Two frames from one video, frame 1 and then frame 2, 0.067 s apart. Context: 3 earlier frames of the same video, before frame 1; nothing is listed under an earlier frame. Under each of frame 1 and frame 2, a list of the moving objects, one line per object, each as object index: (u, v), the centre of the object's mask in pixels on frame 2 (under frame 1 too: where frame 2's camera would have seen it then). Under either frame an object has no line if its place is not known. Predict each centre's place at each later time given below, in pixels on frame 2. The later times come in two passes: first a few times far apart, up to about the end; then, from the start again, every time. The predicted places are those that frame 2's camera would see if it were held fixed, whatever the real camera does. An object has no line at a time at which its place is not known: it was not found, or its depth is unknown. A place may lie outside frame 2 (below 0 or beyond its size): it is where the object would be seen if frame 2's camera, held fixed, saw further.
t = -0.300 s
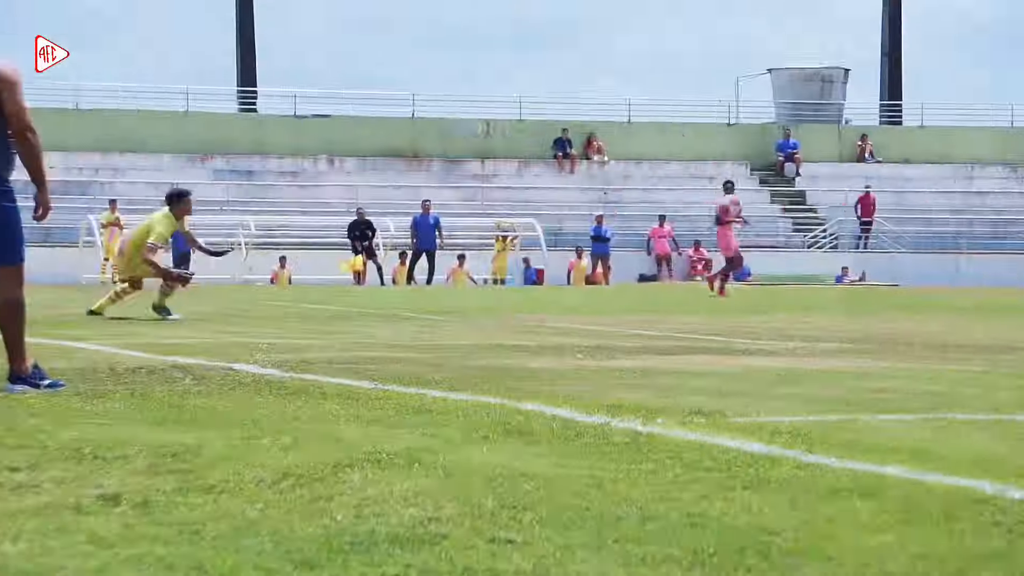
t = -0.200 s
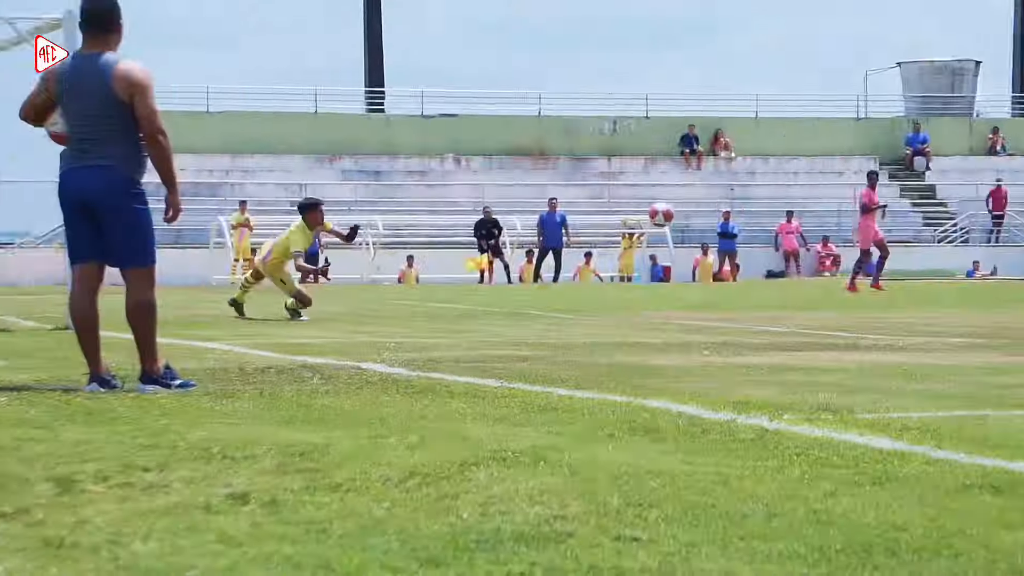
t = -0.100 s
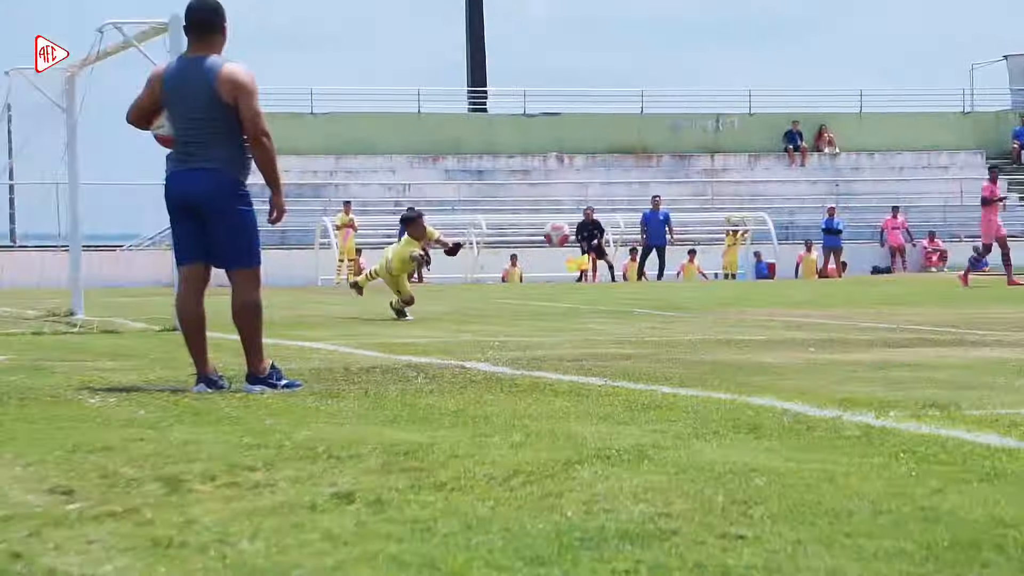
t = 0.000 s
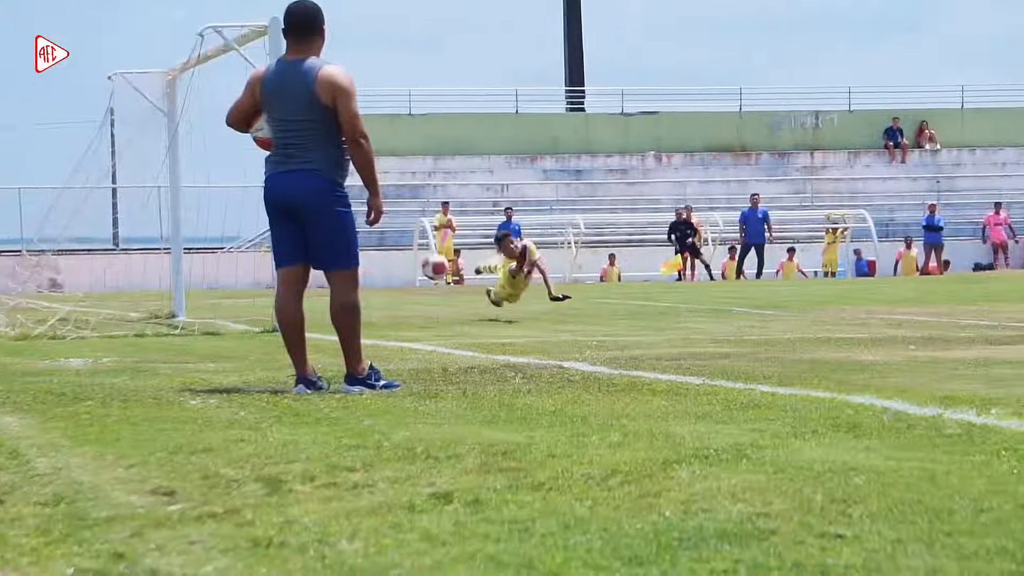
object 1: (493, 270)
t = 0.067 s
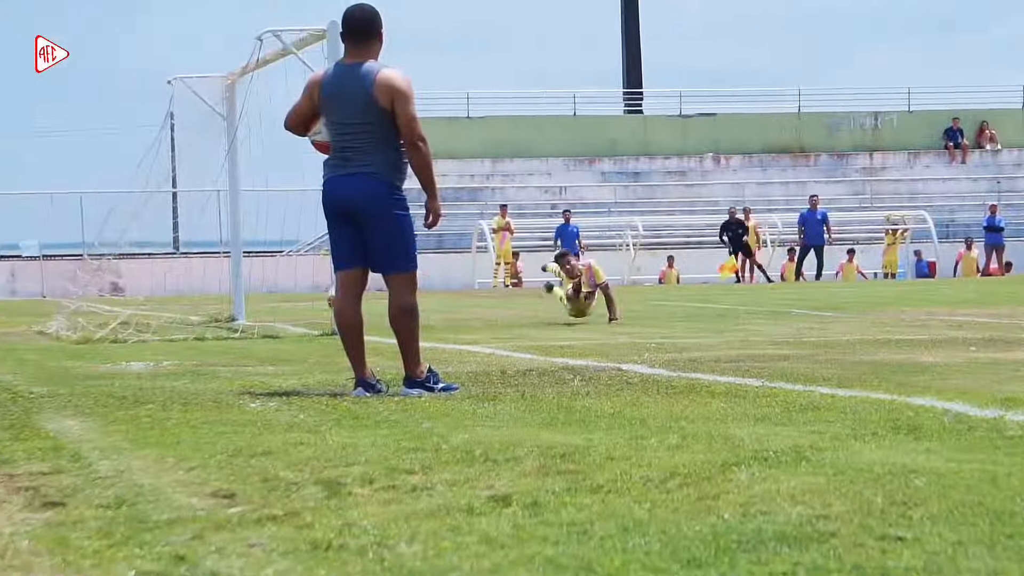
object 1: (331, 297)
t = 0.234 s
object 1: (87, 329)
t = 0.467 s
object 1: (167, 316)
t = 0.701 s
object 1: (228, 312)
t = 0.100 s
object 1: (261, 314)
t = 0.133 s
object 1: (183, 326)
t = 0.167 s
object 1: (114, 322)
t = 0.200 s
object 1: (68, 324)
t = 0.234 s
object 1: (87, 329)
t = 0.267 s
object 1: (104, 328)
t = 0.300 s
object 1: (114, 325)
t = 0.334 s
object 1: (124, 319)
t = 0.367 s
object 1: (135, 317)
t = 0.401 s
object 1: (145, 315)
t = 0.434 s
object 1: (157, 314)
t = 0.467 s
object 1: (167, 316)
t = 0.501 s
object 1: (178, 319)
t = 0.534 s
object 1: (188, 324)
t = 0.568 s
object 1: (197, 326)
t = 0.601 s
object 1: (206, 321)
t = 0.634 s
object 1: (214, 317)
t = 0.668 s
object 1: (221, 313)
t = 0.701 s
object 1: (228, 312)
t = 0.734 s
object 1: (234, 312)
